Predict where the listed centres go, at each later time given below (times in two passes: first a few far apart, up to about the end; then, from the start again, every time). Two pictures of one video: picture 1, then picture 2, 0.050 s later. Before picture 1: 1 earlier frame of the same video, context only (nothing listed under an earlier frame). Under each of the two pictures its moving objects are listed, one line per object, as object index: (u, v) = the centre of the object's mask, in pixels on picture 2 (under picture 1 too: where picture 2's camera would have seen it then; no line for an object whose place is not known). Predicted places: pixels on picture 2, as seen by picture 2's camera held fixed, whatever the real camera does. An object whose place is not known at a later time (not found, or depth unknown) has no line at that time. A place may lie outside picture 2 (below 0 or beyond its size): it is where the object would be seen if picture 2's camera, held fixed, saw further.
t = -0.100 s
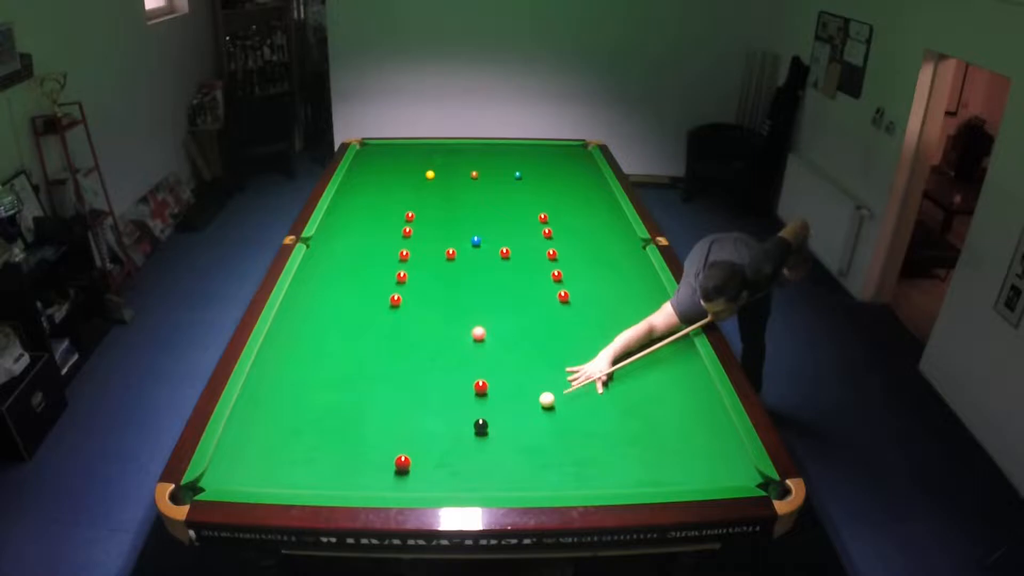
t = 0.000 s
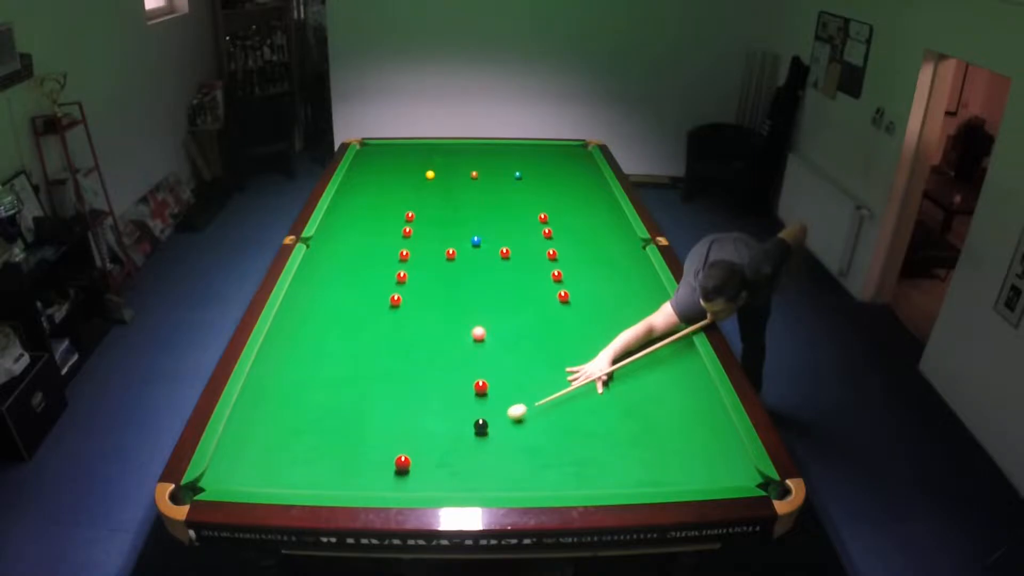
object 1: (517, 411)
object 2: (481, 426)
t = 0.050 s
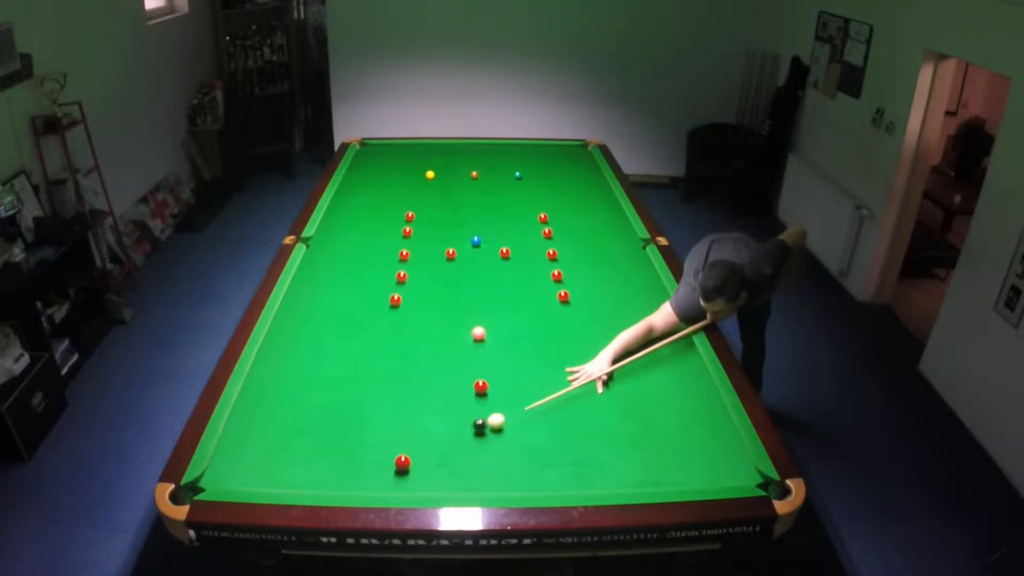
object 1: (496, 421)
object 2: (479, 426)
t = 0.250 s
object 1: (494, 434)
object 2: (401, 443)
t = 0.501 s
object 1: (491, 451)
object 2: (317, 461)
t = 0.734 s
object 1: (488, 466)
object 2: (239, 477)
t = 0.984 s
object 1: (485, 481)
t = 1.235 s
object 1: (484, 484)
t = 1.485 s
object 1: (485, 477)
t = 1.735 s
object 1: (486, 471)
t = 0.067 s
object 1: (496, 422)
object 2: (473, 427)
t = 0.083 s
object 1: (496, 423)
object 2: (465, 429)
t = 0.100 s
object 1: (496, 425)
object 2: (458, 431)
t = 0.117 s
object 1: (496, 426)
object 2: (451, 432)
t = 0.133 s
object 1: (495, 427)
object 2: (444, 434)
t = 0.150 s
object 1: (495, 428)
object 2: (438, 436)
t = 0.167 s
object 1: (495, 429)
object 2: (431, 437)
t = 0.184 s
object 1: (495, 430)
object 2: (425, 439)
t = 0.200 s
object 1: (494, 431)
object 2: (419, 440)
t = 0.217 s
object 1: (494, 432)
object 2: (413, 441)
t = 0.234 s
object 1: (494, 434)
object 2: (407, 442)
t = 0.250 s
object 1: (494, 434)
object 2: (401, 443)
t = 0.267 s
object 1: (494, 436)
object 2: (396, 445)
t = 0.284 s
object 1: (493, 437)
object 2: (390, 446)
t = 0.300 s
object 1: (493, 438)
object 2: (385, 447)
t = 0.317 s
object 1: (493, 439)
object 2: (379, 449)
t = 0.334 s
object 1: (493, 440)
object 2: (373, 450)
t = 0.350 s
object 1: (492, 441)
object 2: (368, 451)
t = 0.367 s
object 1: (492, 442)
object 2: (362, 452)
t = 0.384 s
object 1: (492, 443)
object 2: (357, 453)
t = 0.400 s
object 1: (492, 444)
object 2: (351, 454)
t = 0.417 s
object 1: (492, 446)
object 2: (345, 456)
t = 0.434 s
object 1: (491, 447)
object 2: (340, 457)
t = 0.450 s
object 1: (491, 448)
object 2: (334, 458)
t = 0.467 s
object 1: (491, 449)
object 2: (328, 459)
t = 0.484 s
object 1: (491, 450)
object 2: (323, 460)
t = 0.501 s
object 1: (491, 451)
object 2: (317, 461)
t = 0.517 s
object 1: (490, 452)
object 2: (311, 462)
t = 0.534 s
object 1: (490, 453)
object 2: (306, 464)
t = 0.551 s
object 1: (490, 454)
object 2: (300, 465)
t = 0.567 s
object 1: (490, 455)
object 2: (295, 466)
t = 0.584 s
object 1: (489, 456)
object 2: (289, 468)
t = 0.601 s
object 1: (489, 457)
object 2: (284, 469)
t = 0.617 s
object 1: (489, 458)
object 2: (278, 470)
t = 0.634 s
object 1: (489, 459)
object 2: (272, 471)
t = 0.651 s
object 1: (489, 461)
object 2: (267, 472)
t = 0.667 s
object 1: (489, 461)
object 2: (261, 473)
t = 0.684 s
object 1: (488, 462)
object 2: (255, 475)
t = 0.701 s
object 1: (488, 464)
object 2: (250, 475)
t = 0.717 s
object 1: (488, 465)
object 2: (244, 476)
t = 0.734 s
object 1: (488, 466)
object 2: (239, 477)
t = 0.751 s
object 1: (488, 467)
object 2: (233, 478)
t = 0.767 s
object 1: (487, 468)
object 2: (228, 478)
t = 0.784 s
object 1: (487, 469)
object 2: (222, 479)
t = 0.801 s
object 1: (487, 470)
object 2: (217, 481)
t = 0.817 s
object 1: (487, 471)
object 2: (211, 482)
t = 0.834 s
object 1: (486, 472)
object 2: (207, 482)
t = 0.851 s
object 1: (486, 473)
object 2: (202, 484)
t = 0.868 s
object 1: (486, 474)
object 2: (197, 486)
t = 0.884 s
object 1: (486, 475)
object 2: (192, 487)
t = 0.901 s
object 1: (486, 476)
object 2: (188, 493)
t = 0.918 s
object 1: (486, 477)
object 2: (186, 497)
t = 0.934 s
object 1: (485, 478)
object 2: (184, 502)
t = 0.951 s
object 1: (485, 479)
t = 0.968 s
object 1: (485, 480)
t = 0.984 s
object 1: (485, 481)
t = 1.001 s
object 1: (485, 482)
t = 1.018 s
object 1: (484, 482)
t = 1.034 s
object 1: (484, 484)
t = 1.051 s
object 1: (484, 484)
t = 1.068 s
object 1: (484, 484)
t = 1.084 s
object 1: (484, 485)
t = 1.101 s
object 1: (483, 486)
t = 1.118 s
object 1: (483, 487)
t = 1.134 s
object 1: (483, 487)
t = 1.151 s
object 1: (483, 487)
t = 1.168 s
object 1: (483, 486)
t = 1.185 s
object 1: (484, 485)
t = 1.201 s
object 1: (484, 485)
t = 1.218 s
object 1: (484, 484)
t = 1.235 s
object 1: (484, 484)
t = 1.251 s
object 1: (484, 484)
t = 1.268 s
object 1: (484, 484)
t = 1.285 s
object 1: (484, 484)
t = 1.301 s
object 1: (484, 483)
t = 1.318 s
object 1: (484, 483)
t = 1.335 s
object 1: (484, 483)
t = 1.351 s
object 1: (484, 481)
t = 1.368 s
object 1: (485, 481)
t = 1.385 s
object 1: (485, 480)
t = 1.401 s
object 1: (485, 480)
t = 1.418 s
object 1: (485, 479)
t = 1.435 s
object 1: (485, 478)
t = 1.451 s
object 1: (485, 478)
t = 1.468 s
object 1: (485, 478)
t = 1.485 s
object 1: (485, 477)
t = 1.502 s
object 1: (485, 477)
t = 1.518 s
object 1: (485, 476)
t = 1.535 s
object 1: (486, 476)
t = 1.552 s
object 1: (486, 475)
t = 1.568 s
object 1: (486, 475)
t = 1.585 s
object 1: (486, 474)
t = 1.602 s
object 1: (486, 474)
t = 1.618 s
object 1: (486, 473)
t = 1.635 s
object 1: (486, 473)
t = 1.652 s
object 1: (486, 473)
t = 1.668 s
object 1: (486, 472)
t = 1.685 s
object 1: (486, 472)
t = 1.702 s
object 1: (486, 471)
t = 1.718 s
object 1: (486, 471)
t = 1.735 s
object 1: (486, 471)
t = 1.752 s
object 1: (486, 470)
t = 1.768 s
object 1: (486, 470)
